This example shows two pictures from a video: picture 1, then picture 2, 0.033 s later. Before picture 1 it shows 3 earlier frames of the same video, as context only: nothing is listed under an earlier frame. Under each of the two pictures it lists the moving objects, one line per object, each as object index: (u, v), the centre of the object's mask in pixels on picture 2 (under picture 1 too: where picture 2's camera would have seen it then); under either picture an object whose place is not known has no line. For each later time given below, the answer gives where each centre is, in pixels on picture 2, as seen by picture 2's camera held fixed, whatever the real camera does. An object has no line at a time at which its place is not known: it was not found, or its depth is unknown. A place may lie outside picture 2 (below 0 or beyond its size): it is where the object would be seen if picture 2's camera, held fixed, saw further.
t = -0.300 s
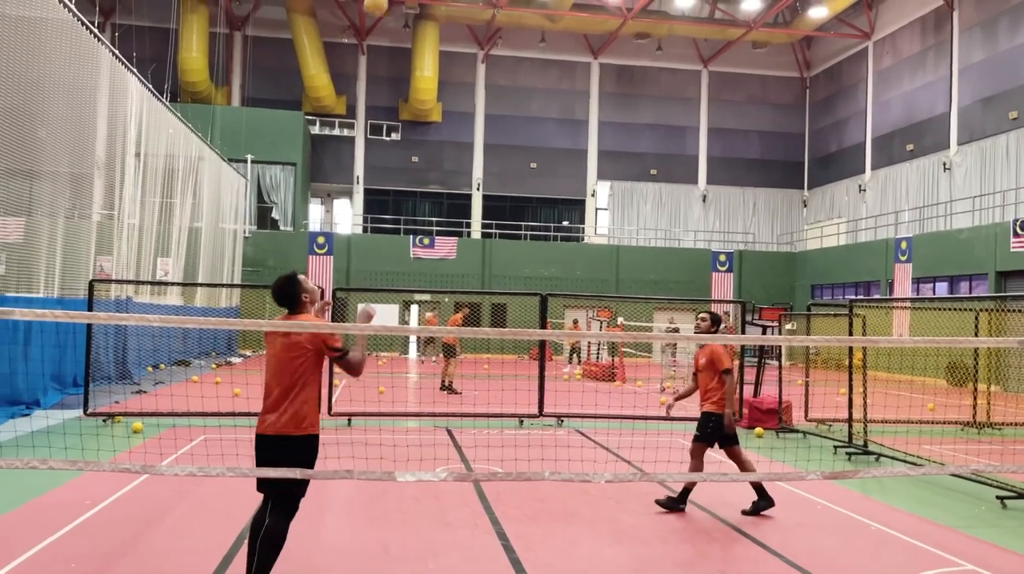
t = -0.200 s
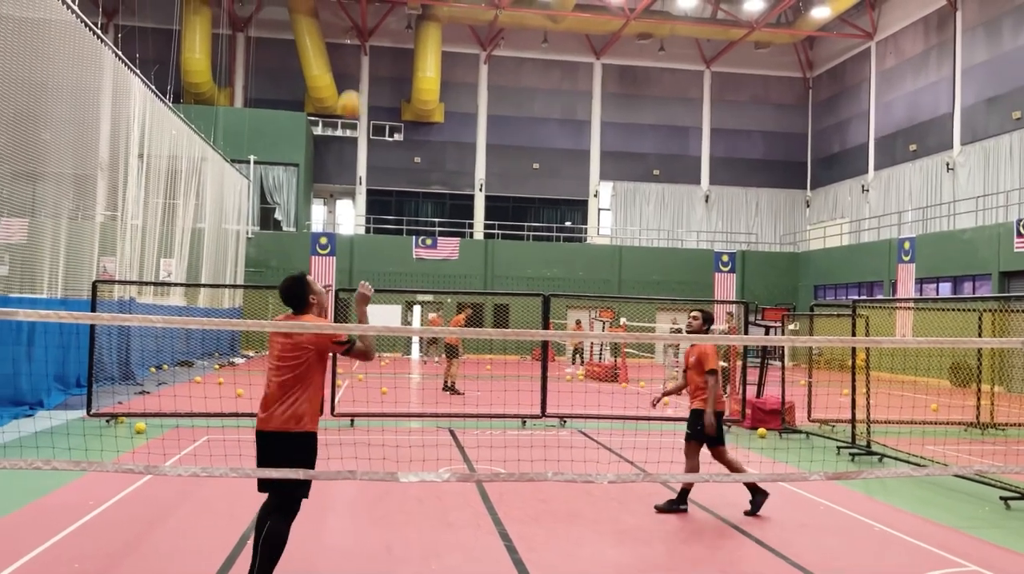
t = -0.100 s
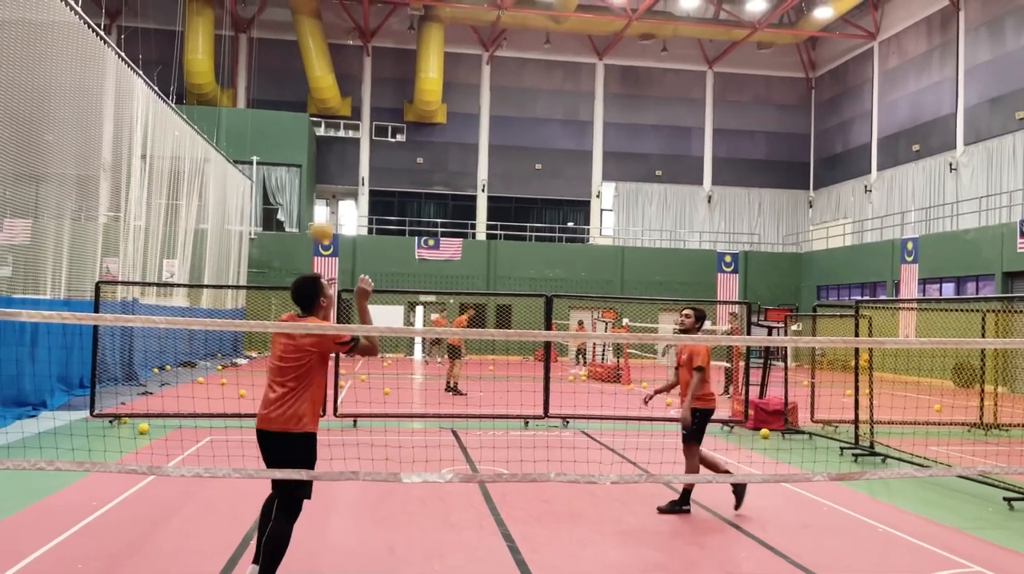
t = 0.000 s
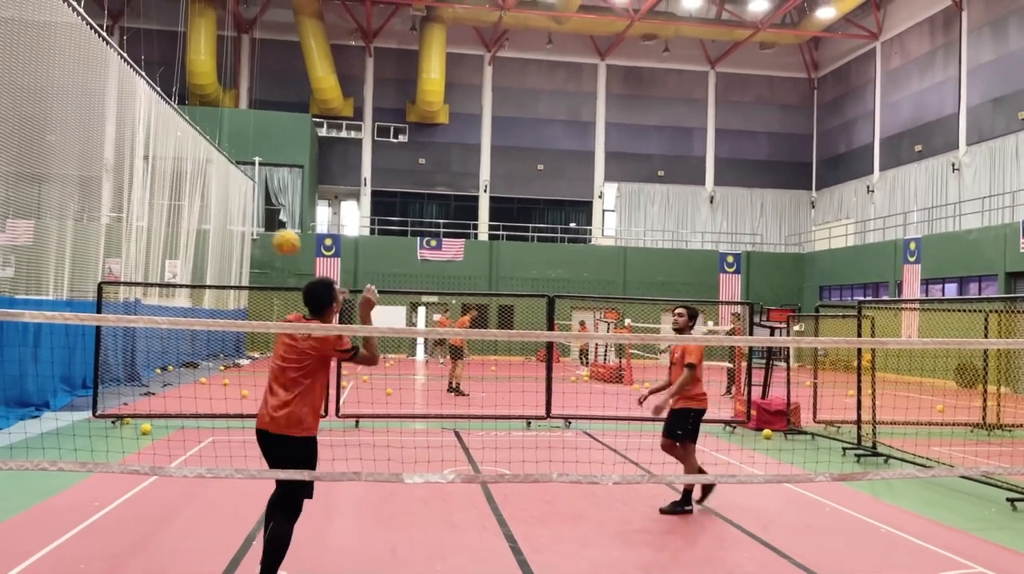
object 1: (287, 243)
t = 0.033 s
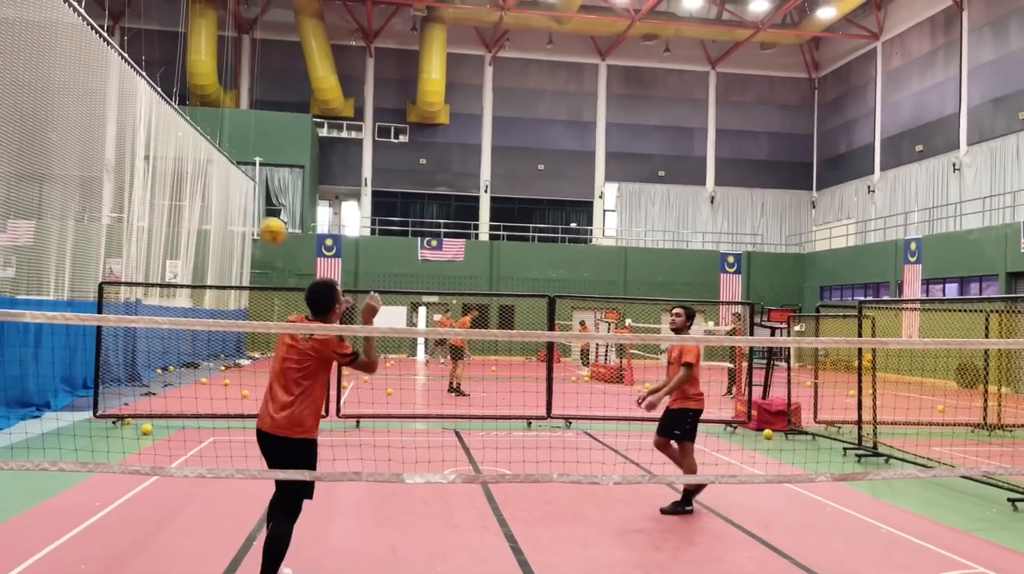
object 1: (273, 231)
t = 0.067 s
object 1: (258, 220)
